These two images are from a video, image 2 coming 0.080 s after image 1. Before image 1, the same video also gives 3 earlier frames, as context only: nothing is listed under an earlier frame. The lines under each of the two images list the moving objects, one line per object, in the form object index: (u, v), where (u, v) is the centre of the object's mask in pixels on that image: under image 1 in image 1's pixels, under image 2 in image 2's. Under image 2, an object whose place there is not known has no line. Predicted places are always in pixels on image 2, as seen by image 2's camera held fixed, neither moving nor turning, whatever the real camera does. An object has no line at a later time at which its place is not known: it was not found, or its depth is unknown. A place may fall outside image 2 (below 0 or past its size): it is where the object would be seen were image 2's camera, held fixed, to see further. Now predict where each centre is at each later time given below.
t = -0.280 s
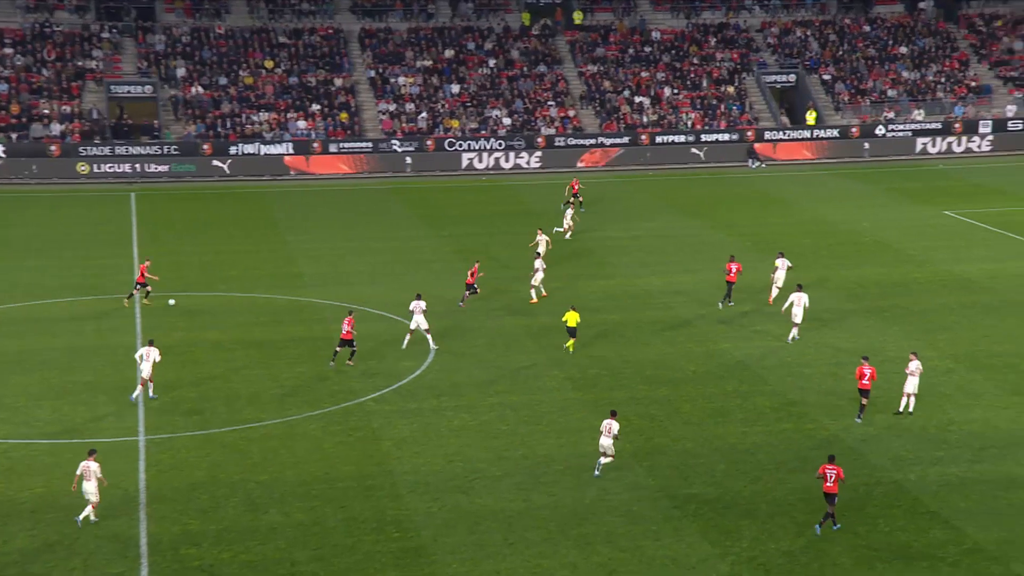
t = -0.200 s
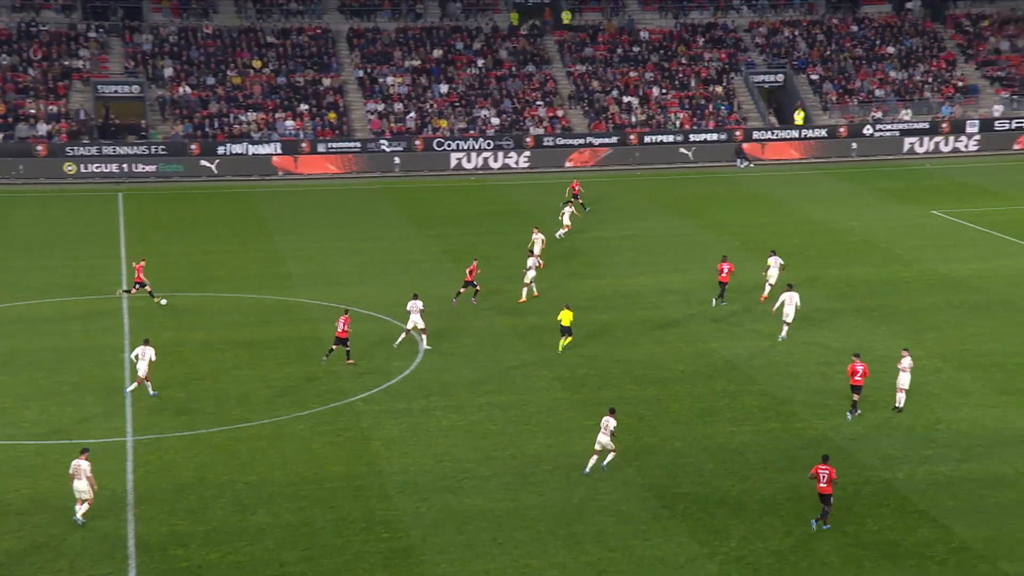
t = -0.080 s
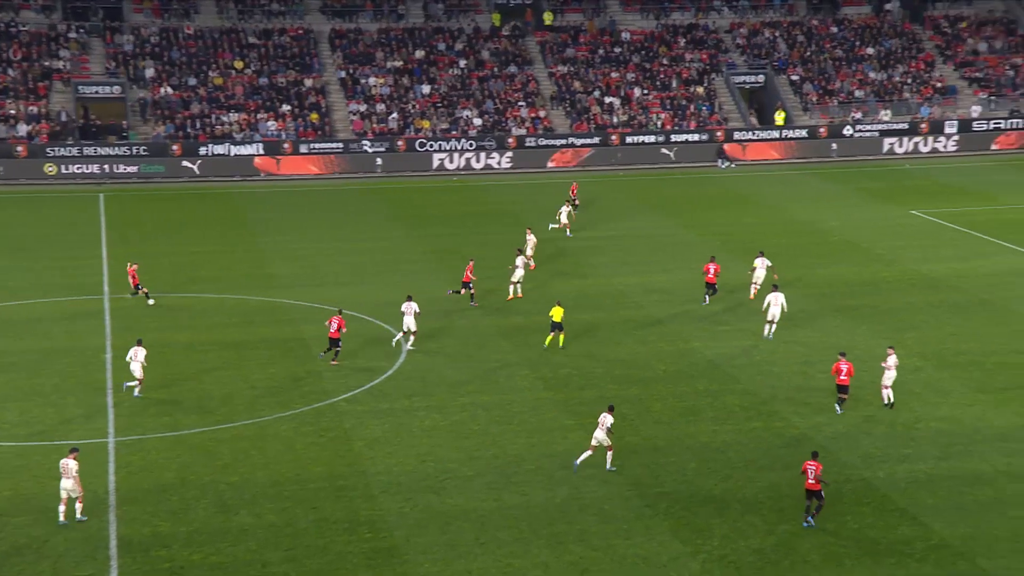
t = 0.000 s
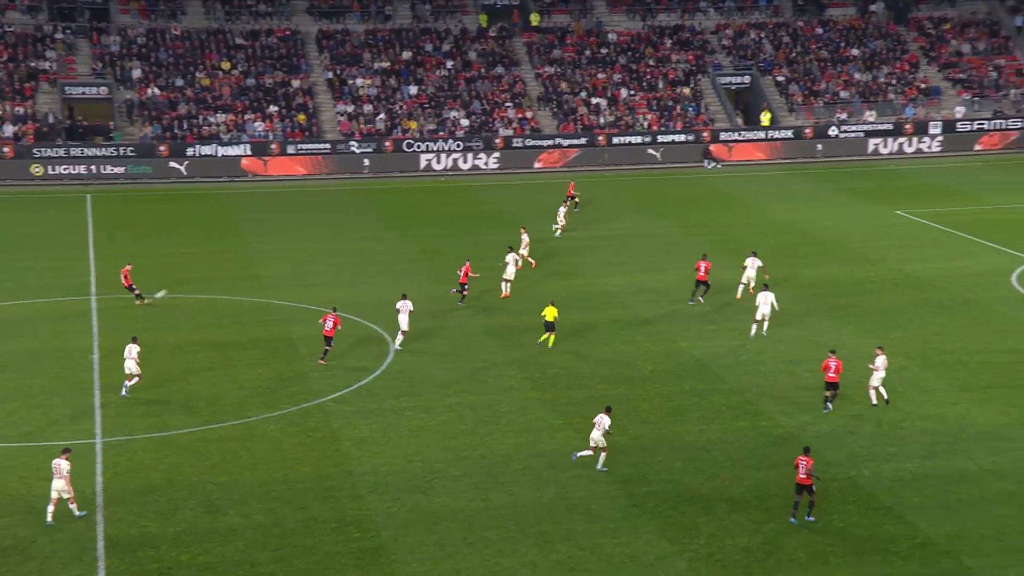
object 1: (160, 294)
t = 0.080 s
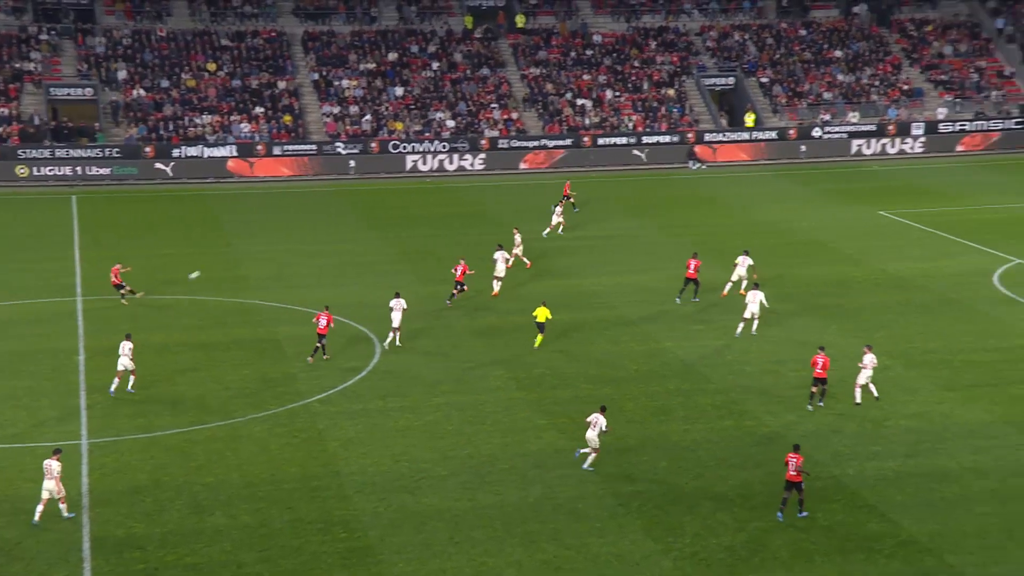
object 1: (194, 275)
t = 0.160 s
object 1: (239, 256)
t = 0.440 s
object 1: (374, 201)
